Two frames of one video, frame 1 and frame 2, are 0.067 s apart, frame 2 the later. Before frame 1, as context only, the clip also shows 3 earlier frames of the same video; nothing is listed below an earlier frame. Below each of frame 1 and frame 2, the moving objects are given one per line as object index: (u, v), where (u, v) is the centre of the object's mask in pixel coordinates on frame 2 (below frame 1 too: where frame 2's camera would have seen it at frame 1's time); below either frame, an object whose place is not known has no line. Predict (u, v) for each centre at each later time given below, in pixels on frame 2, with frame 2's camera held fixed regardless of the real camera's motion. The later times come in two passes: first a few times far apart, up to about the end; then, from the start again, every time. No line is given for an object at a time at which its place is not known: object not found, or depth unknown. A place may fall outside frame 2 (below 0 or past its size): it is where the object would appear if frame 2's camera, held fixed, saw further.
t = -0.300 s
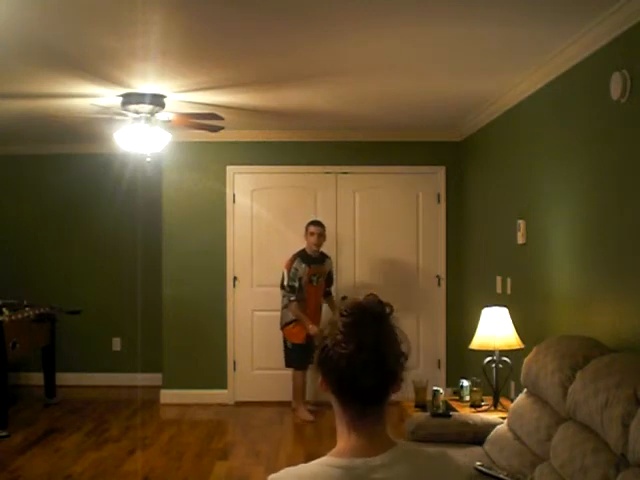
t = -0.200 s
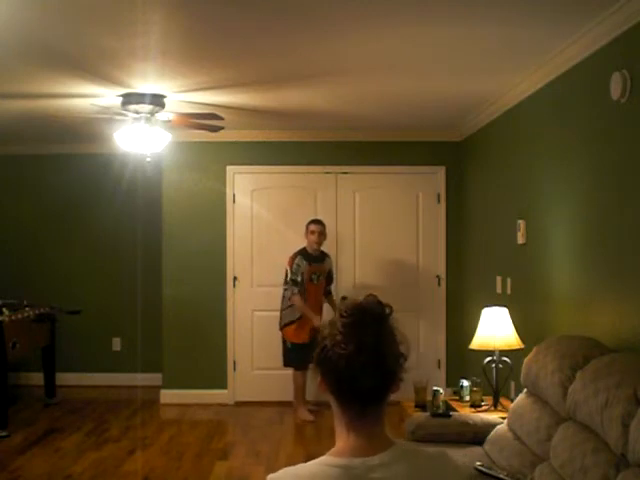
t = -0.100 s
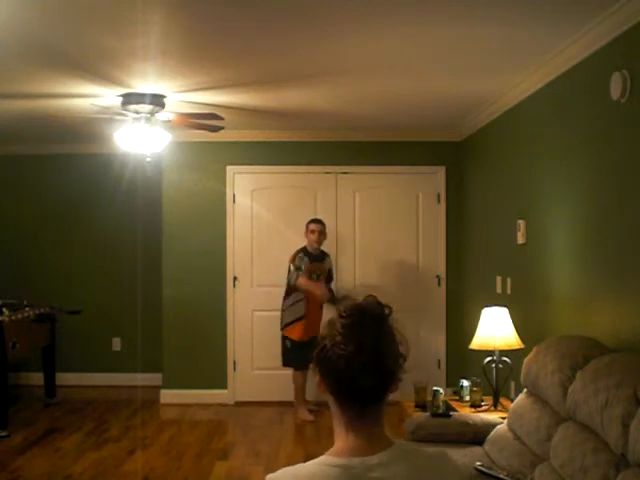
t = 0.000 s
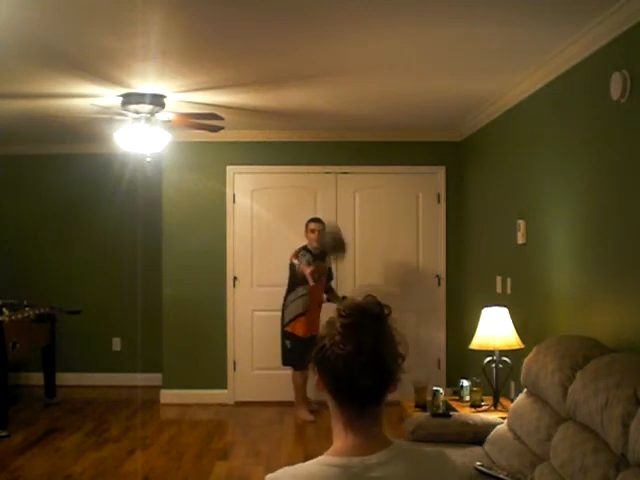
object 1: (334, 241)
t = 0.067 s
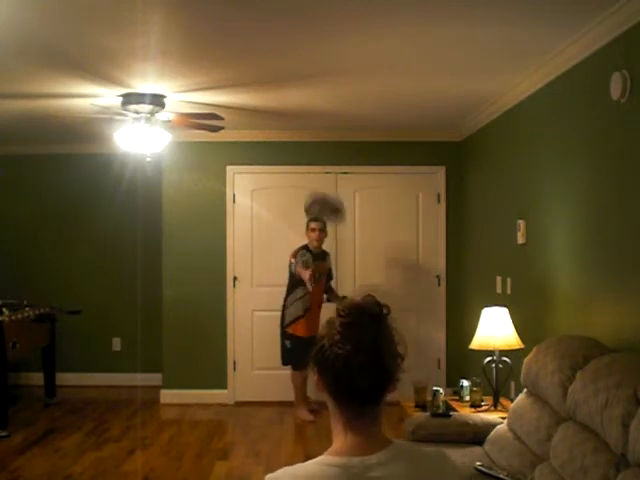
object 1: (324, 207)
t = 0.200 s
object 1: (309, 139)
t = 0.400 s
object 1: (282, 65)
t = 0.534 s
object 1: (262, 35)
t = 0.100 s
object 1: (321, 192)
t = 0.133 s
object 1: (317, 175)
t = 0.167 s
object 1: (313, 157)
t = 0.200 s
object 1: (309, 139)
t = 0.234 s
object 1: (304, 123)
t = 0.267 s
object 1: (299, 109)
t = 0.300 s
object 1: (294, 98)
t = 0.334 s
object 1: (292, 86)
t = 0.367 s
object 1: (287, 74)
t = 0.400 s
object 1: (282, 65)
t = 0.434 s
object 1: (278, 56)
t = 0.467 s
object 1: (274, 47)
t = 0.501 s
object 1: (267, 39)
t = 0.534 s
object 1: (262, 35)
